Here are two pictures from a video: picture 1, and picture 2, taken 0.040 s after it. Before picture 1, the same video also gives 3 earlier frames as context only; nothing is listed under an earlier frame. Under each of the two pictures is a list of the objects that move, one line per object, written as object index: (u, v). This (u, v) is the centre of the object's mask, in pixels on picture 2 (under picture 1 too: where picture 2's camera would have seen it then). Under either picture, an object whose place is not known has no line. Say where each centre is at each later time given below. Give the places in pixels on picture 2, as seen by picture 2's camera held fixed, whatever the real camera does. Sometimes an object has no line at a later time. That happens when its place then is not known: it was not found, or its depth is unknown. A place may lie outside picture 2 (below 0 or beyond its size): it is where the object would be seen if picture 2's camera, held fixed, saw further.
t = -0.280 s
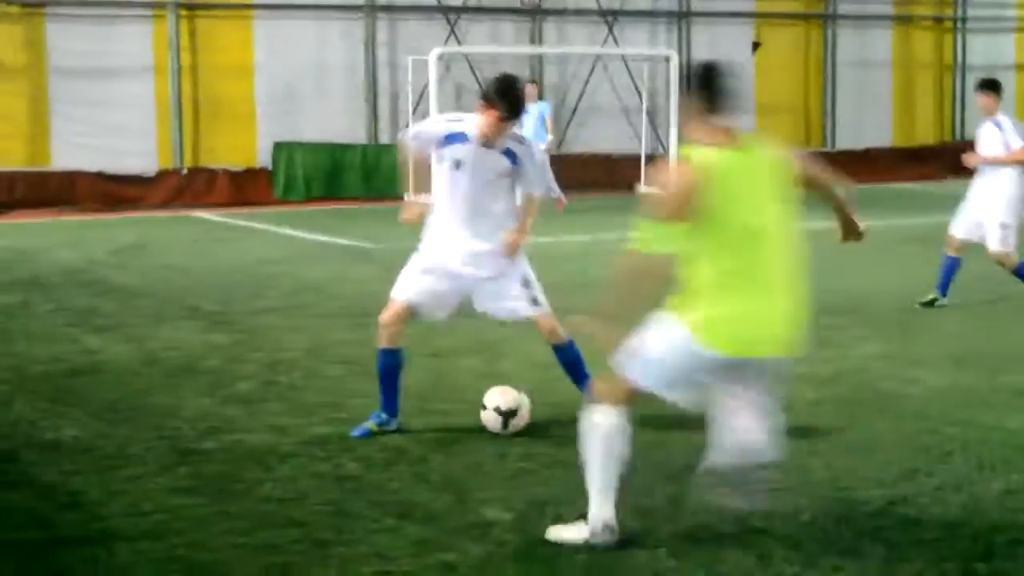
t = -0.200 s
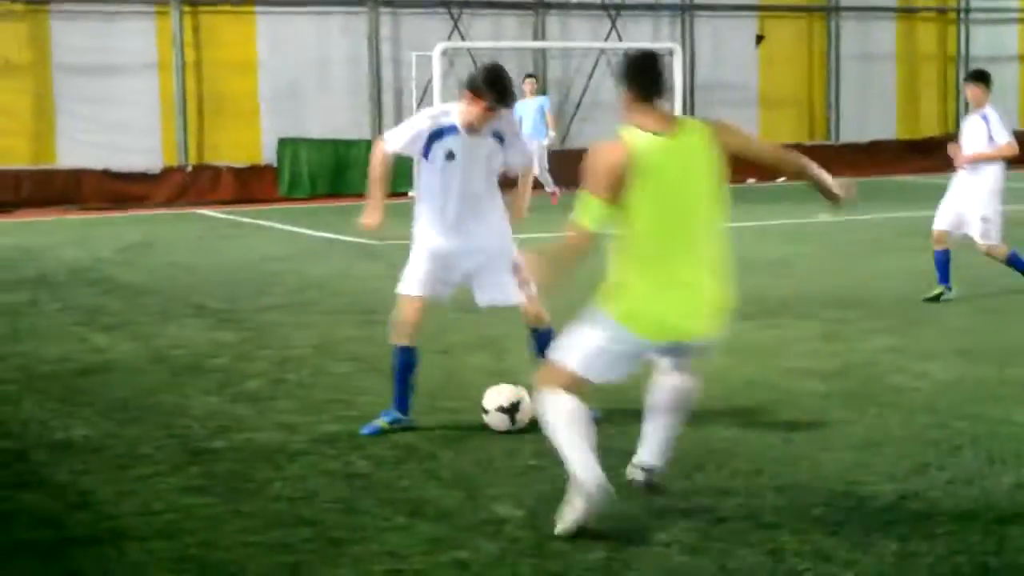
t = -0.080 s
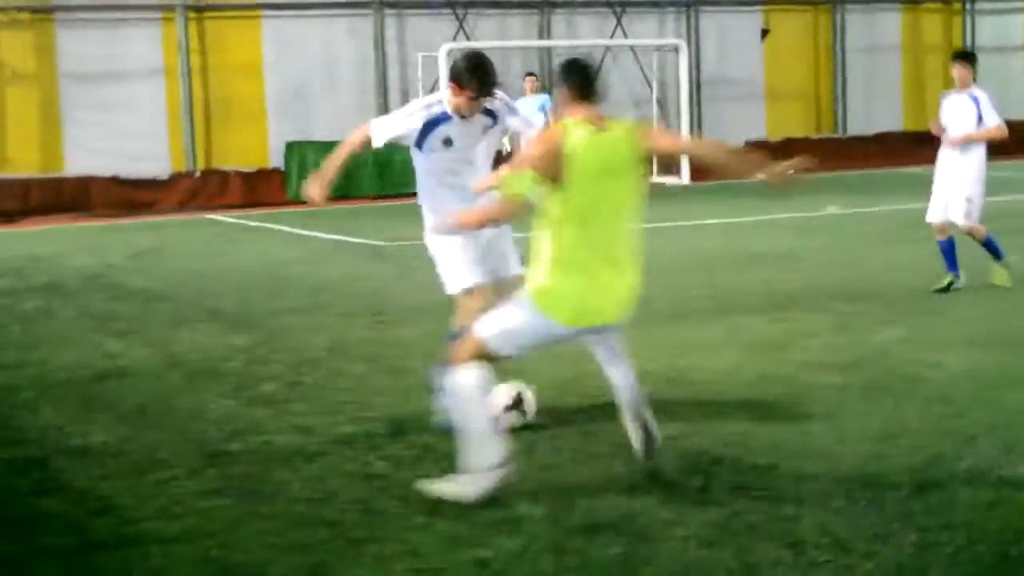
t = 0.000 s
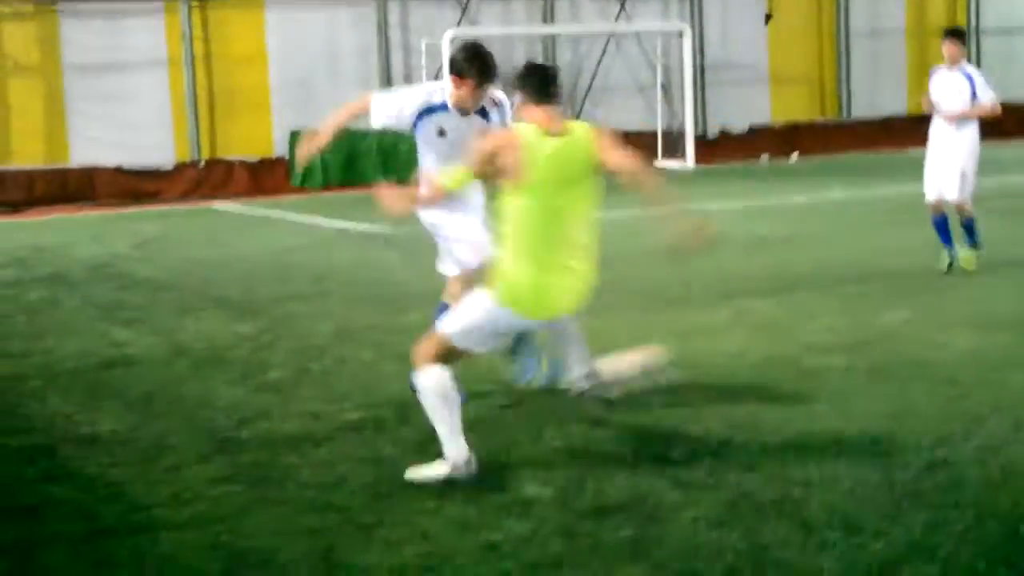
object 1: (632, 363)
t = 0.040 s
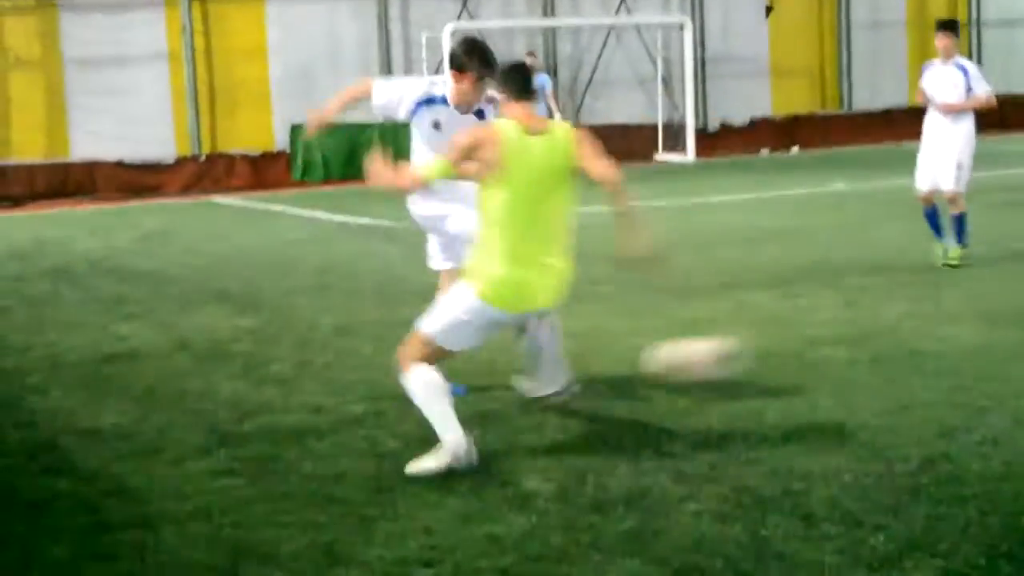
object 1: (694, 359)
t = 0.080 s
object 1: (764, 357)
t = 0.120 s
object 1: (832, 354)
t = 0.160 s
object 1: (902, 358)
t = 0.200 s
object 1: (969, 363)
